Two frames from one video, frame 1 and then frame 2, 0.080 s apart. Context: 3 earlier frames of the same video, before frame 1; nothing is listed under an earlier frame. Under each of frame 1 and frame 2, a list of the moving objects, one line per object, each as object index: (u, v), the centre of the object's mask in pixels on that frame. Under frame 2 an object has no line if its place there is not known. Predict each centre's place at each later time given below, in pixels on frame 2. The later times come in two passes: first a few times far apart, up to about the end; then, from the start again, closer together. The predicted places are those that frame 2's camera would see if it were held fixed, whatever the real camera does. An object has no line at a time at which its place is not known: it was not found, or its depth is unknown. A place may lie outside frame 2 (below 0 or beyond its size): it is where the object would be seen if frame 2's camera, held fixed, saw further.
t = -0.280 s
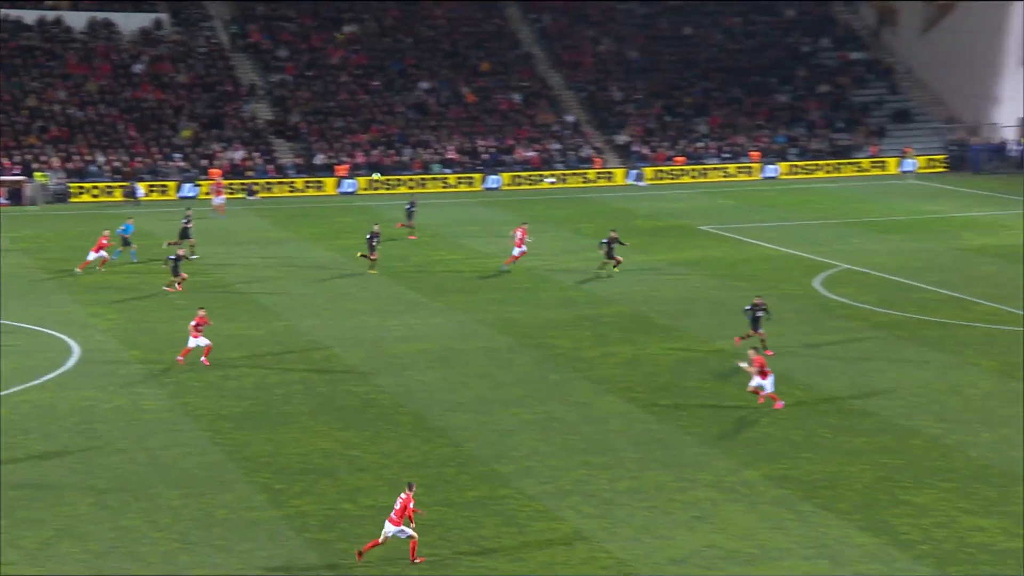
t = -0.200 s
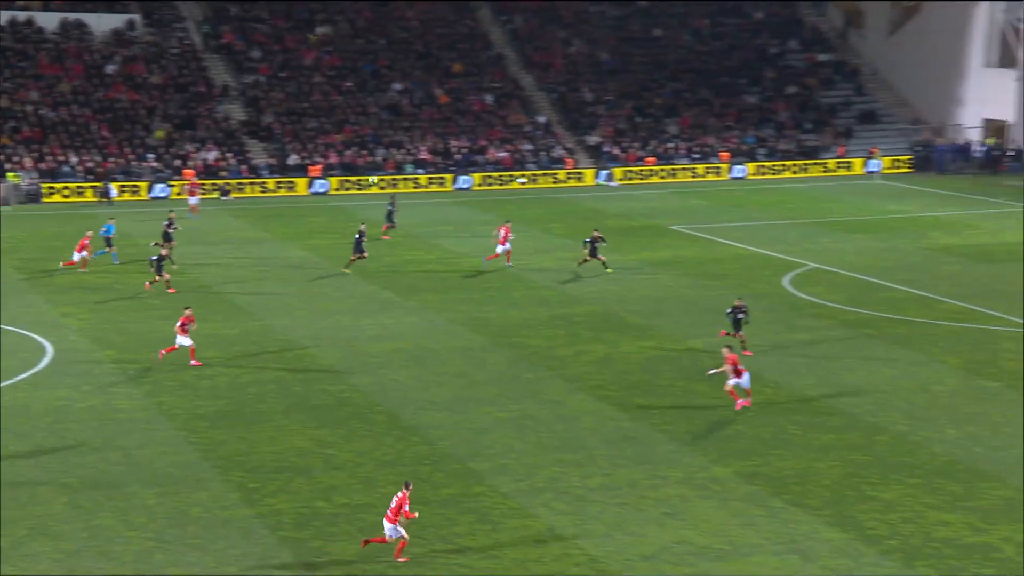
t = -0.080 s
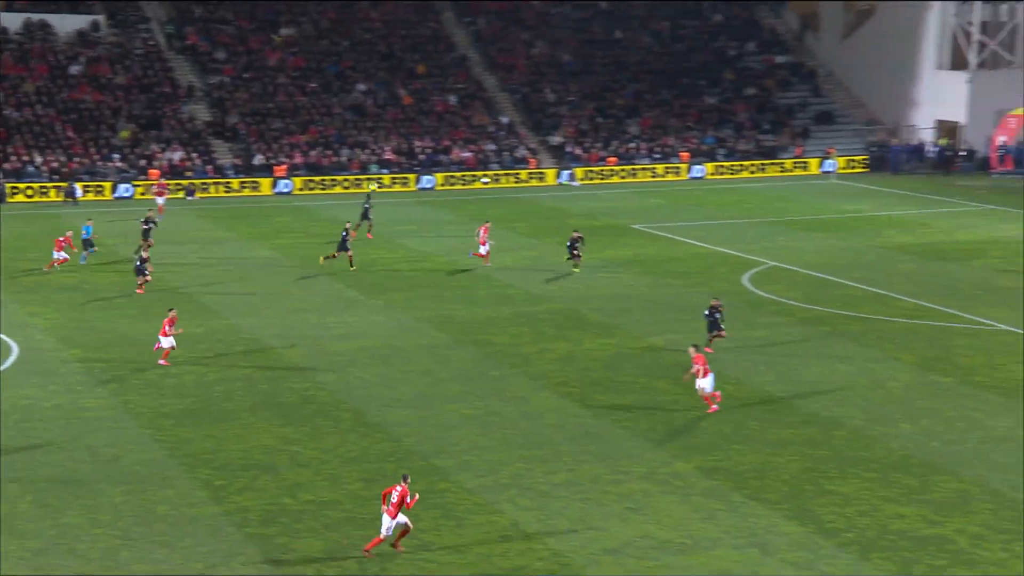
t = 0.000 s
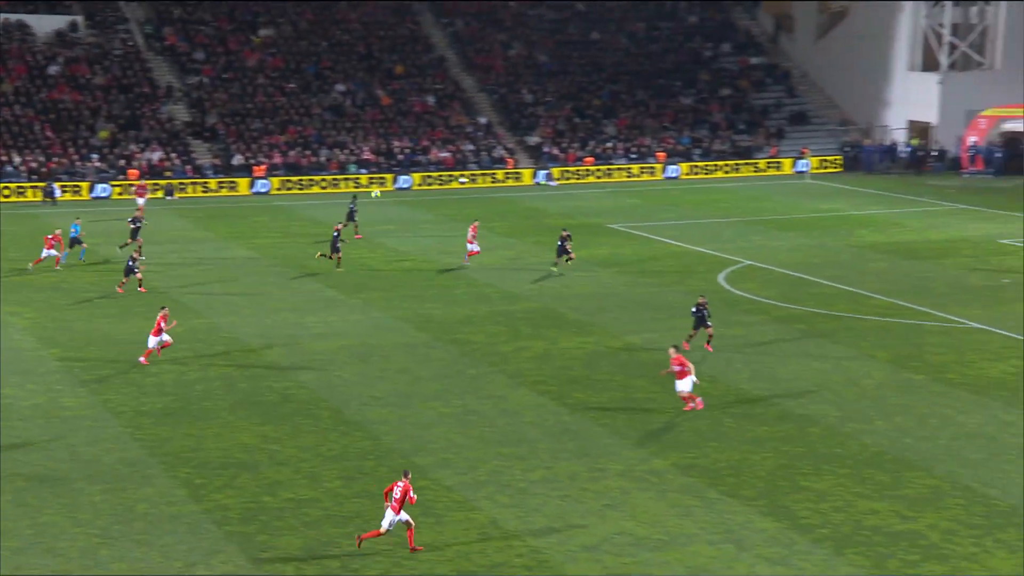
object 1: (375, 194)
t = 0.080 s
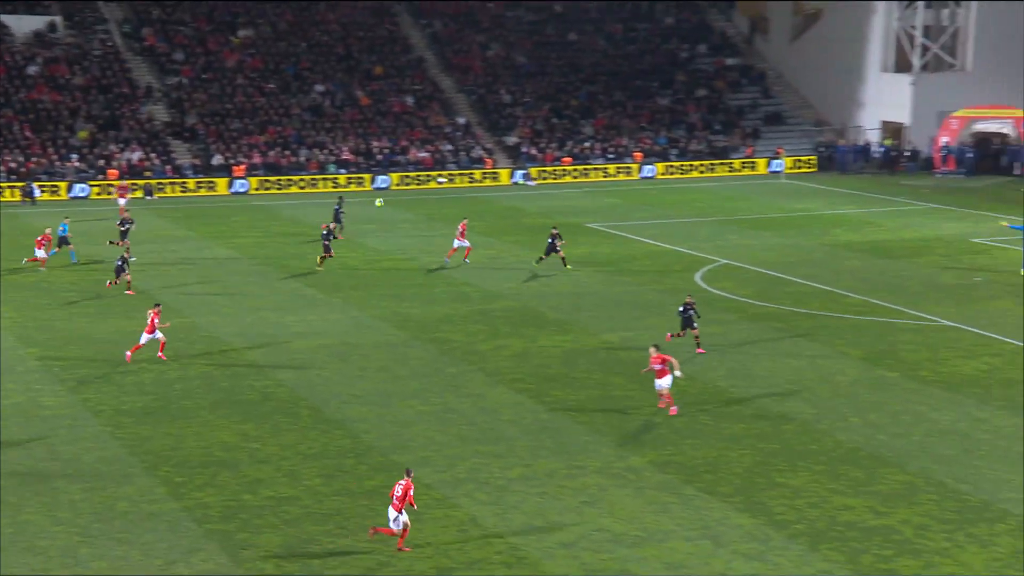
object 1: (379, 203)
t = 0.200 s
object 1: (414, 219)
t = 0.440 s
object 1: (485, 263)
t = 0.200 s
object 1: (414, 219)
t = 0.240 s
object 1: (426, 225)
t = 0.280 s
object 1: (438, 231)
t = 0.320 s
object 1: (449, 238)
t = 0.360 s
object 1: (461, 246)
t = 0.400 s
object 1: (473, 255)
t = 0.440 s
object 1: (485, 263)
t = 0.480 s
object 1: (498, 271)
